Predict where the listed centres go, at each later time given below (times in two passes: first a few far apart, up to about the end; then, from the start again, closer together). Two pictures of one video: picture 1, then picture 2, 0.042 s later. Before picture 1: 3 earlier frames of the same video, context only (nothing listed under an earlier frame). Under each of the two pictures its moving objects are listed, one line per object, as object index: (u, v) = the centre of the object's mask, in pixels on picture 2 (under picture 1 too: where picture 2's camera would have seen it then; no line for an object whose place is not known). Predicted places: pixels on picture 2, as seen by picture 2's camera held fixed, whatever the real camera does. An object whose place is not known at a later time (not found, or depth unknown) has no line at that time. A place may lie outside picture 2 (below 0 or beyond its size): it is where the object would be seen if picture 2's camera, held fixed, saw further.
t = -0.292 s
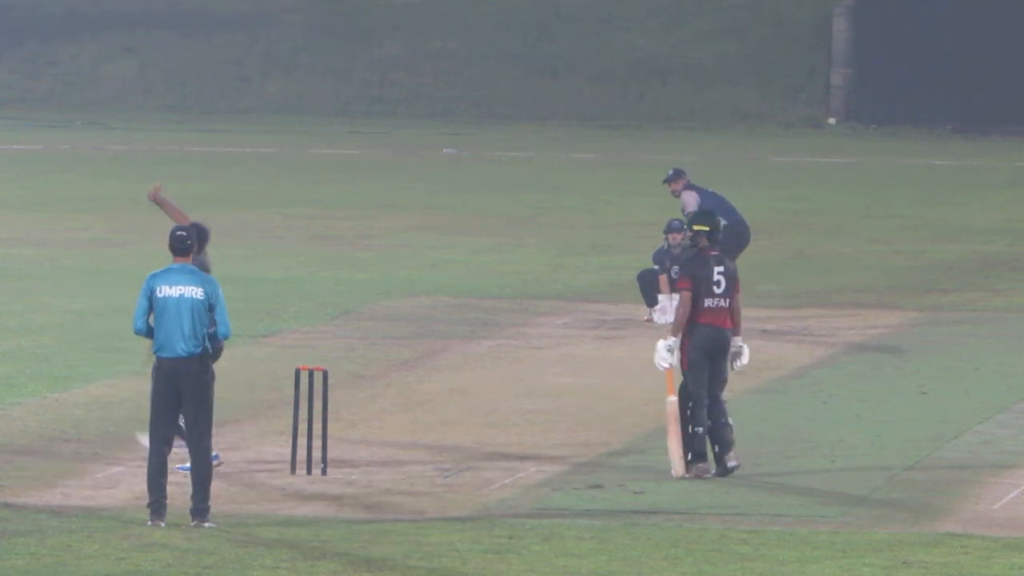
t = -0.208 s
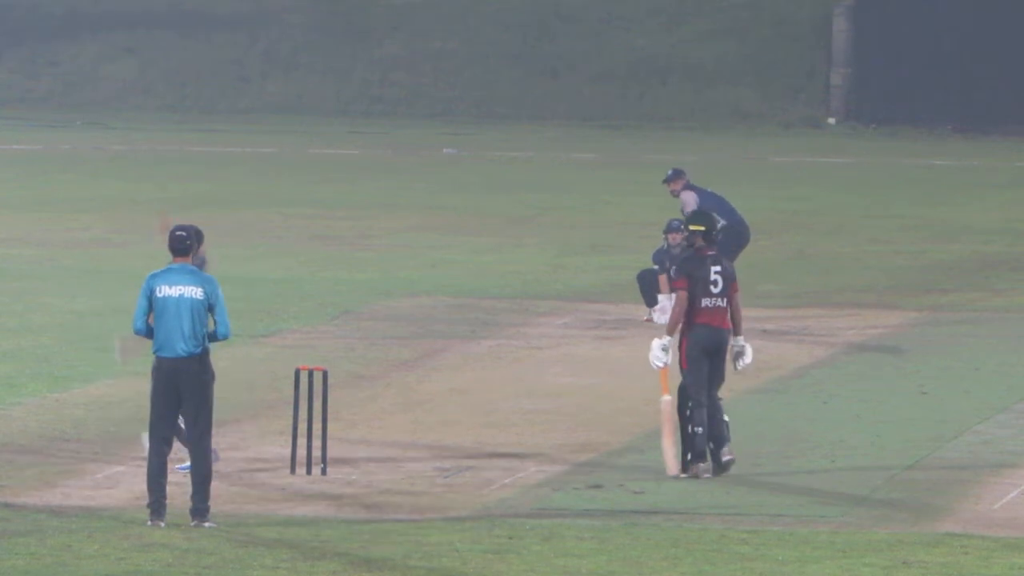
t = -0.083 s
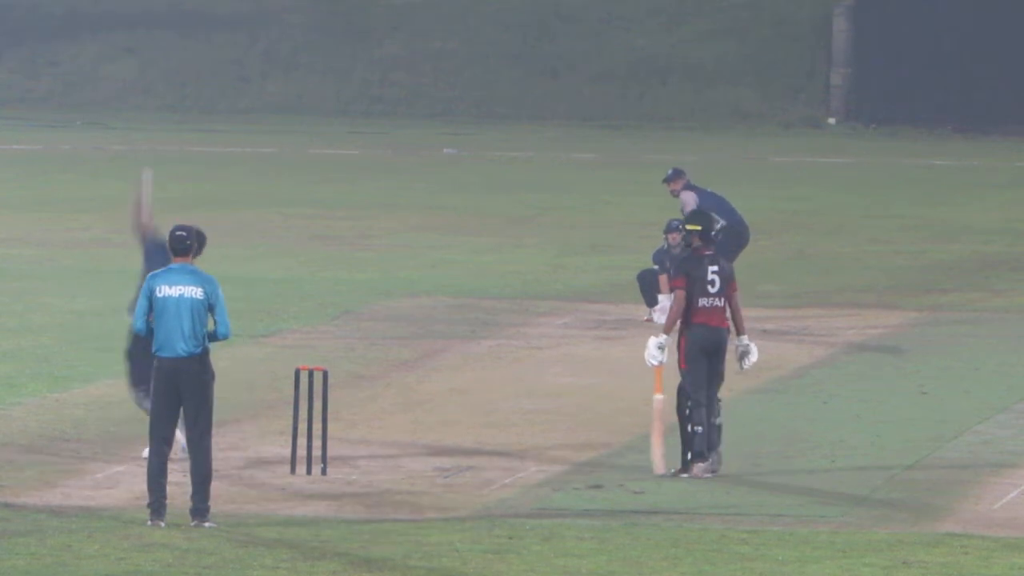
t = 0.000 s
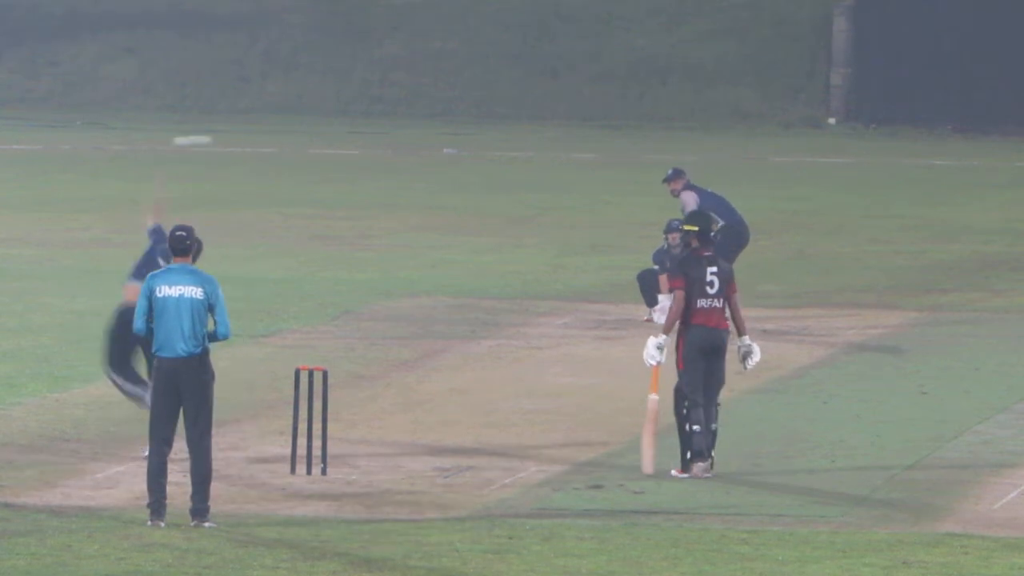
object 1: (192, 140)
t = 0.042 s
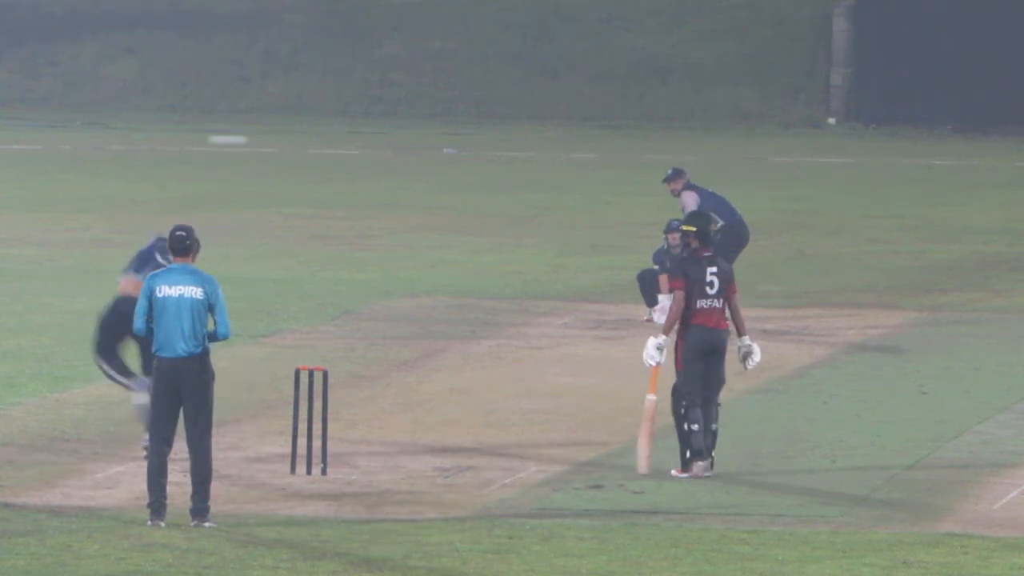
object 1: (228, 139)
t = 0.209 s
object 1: (360, 161)
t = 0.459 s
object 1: (535, 252)
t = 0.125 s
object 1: (296, 146)
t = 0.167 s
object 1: (328, 152)
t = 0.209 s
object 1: (360, 161)
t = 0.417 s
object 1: (507, 232)
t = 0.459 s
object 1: (535, 252)
